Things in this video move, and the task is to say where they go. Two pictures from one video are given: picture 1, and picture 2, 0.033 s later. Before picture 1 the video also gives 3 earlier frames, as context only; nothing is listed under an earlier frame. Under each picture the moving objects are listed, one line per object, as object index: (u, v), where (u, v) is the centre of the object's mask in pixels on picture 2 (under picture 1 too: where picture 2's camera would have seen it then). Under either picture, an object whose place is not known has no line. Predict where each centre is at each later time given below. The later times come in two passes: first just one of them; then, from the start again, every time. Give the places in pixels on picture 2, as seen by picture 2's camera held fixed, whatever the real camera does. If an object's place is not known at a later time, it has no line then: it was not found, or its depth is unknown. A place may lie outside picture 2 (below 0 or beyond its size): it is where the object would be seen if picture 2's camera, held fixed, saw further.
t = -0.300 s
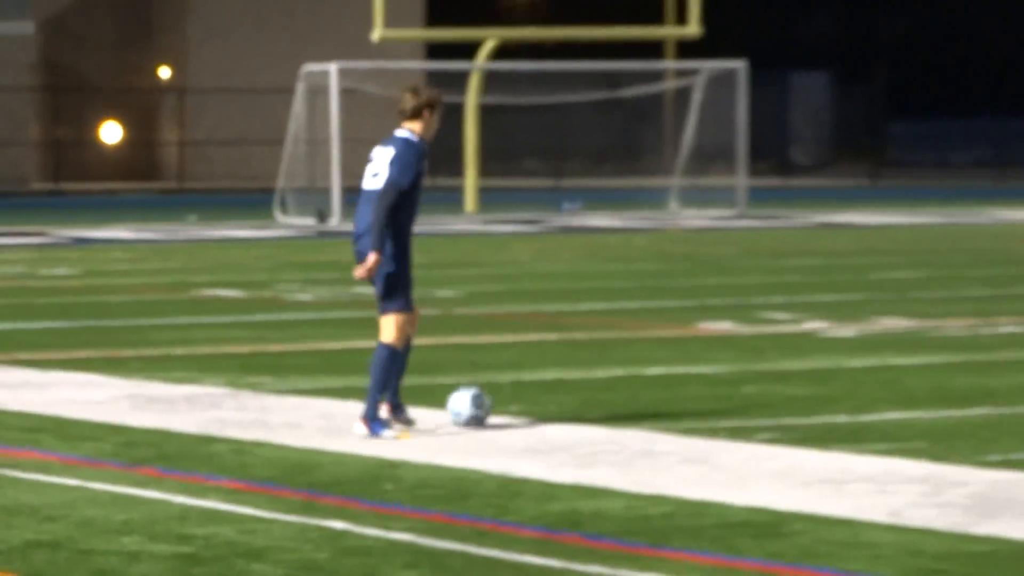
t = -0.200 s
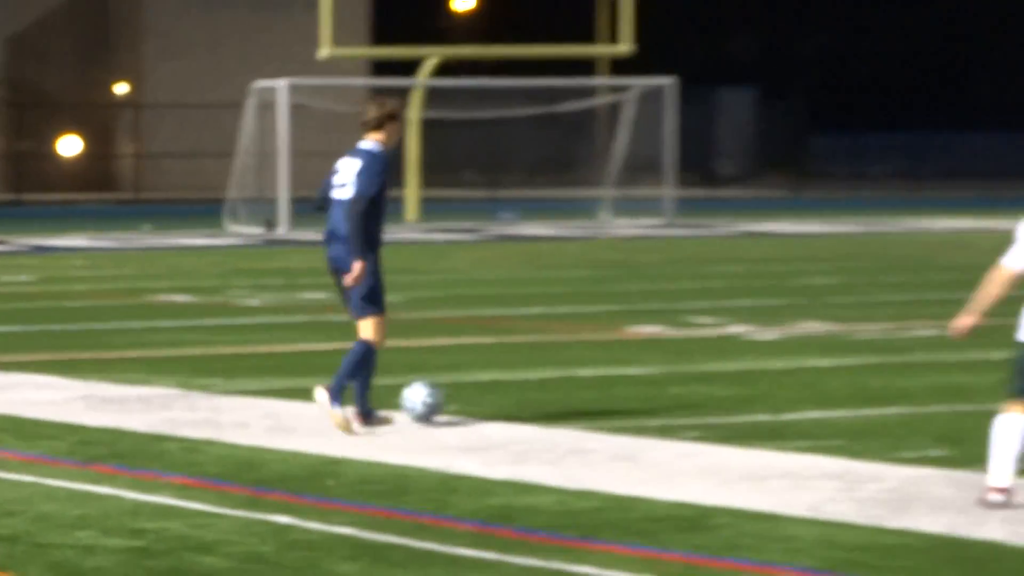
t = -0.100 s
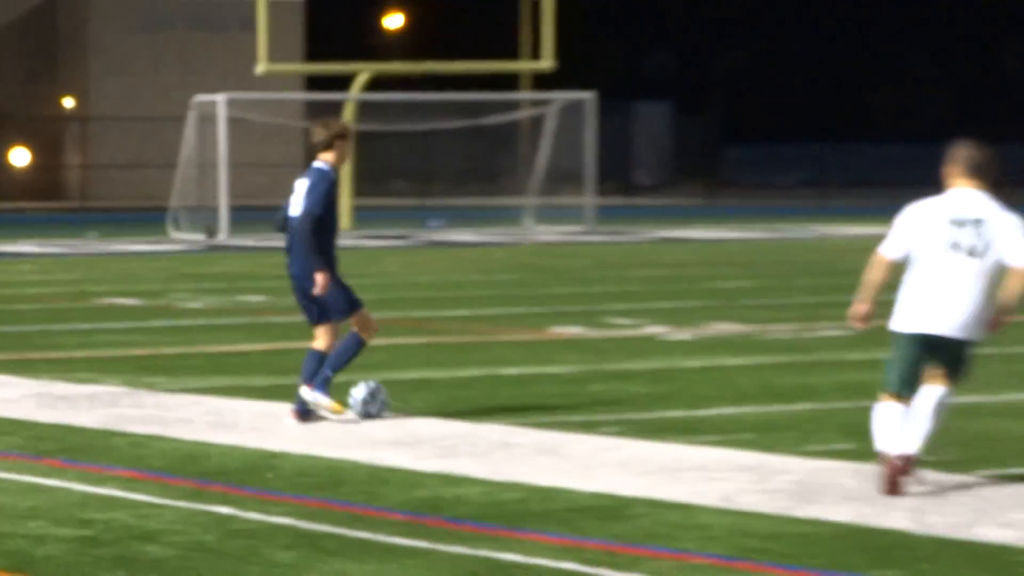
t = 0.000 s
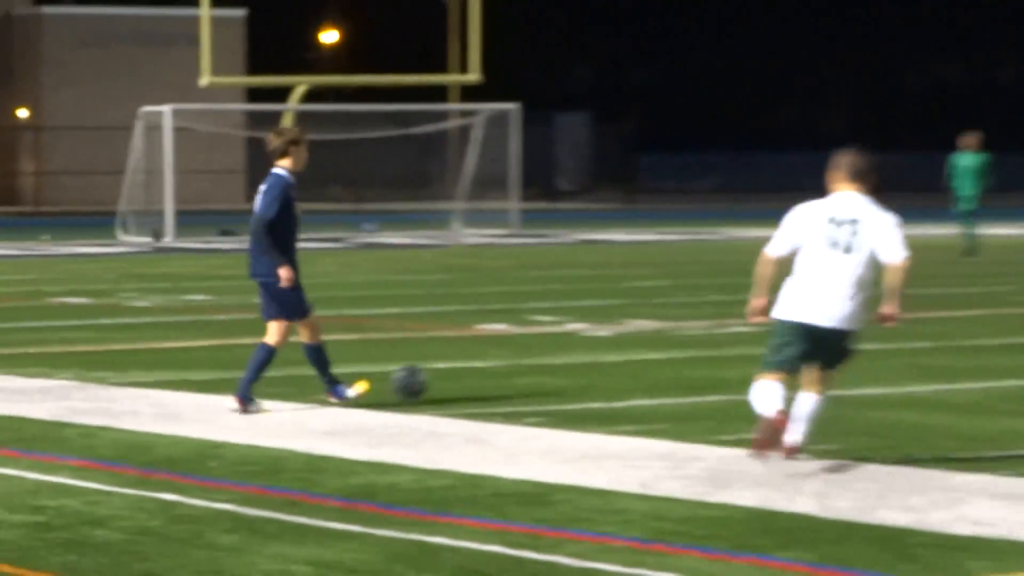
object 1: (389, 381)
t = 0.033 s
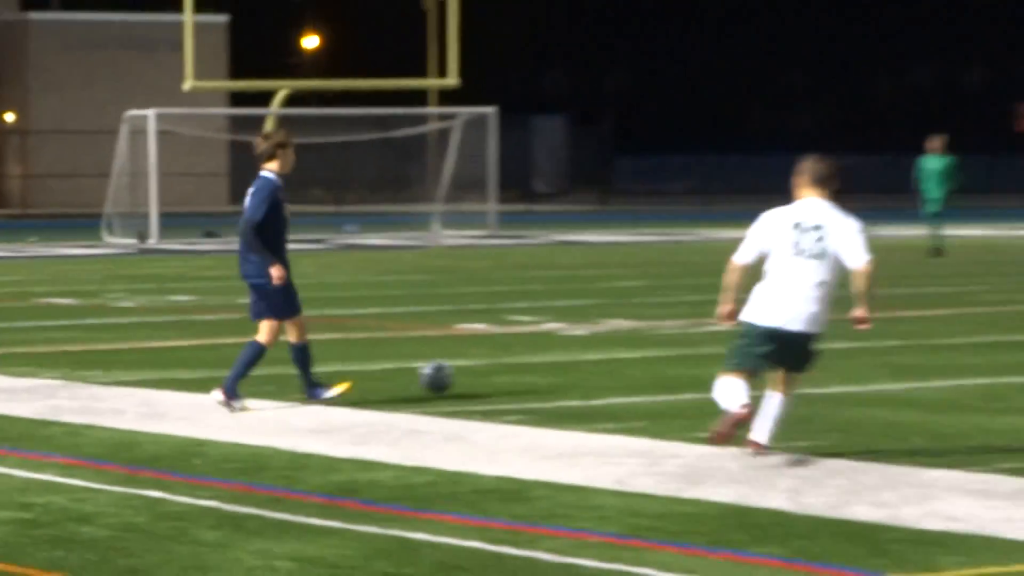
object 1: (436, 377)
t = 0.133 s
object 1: (559, 366)
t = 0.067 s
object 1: (479, 375)
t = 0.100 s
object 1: (521, 372)
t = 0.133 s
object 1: (559, 366)
